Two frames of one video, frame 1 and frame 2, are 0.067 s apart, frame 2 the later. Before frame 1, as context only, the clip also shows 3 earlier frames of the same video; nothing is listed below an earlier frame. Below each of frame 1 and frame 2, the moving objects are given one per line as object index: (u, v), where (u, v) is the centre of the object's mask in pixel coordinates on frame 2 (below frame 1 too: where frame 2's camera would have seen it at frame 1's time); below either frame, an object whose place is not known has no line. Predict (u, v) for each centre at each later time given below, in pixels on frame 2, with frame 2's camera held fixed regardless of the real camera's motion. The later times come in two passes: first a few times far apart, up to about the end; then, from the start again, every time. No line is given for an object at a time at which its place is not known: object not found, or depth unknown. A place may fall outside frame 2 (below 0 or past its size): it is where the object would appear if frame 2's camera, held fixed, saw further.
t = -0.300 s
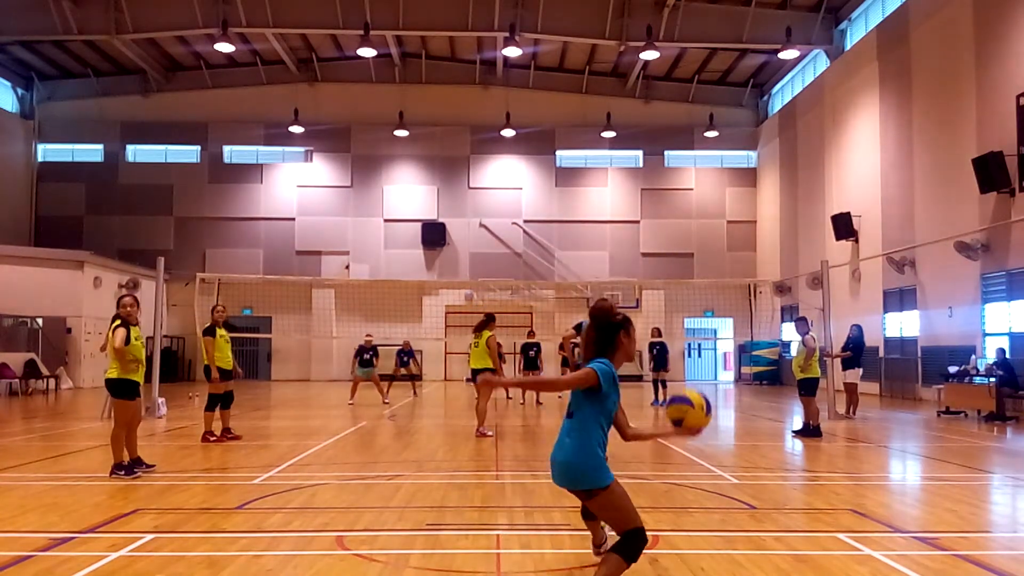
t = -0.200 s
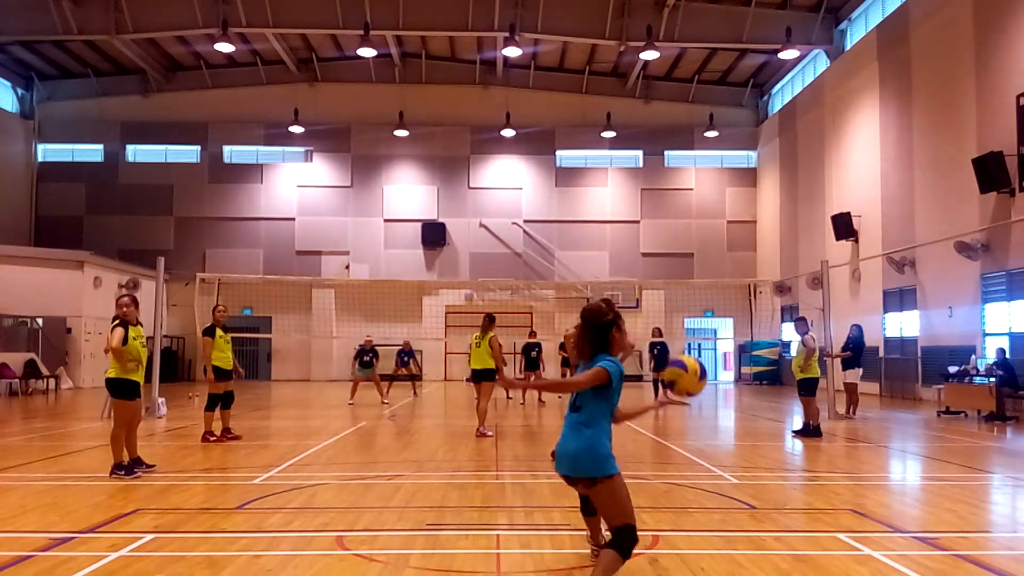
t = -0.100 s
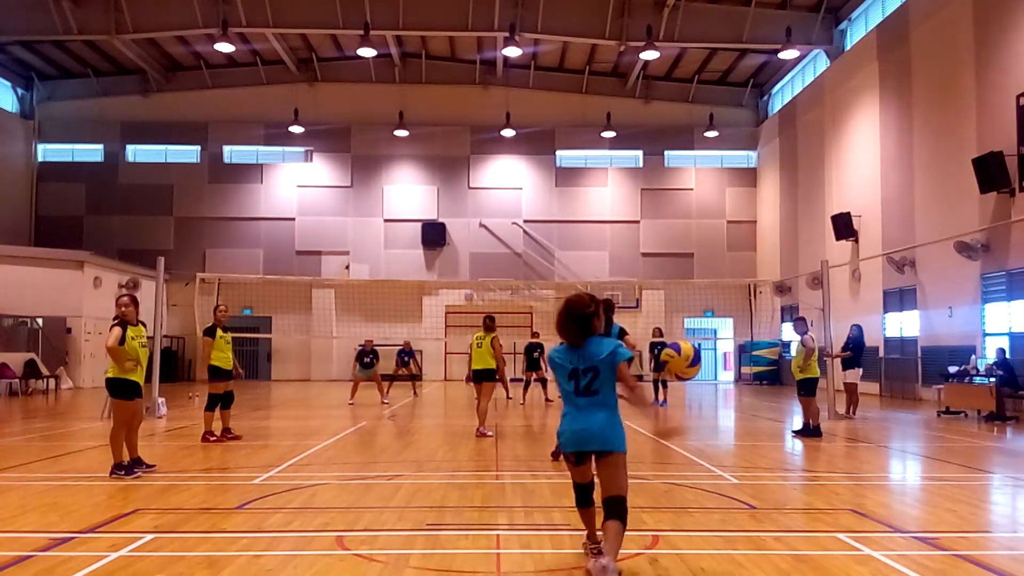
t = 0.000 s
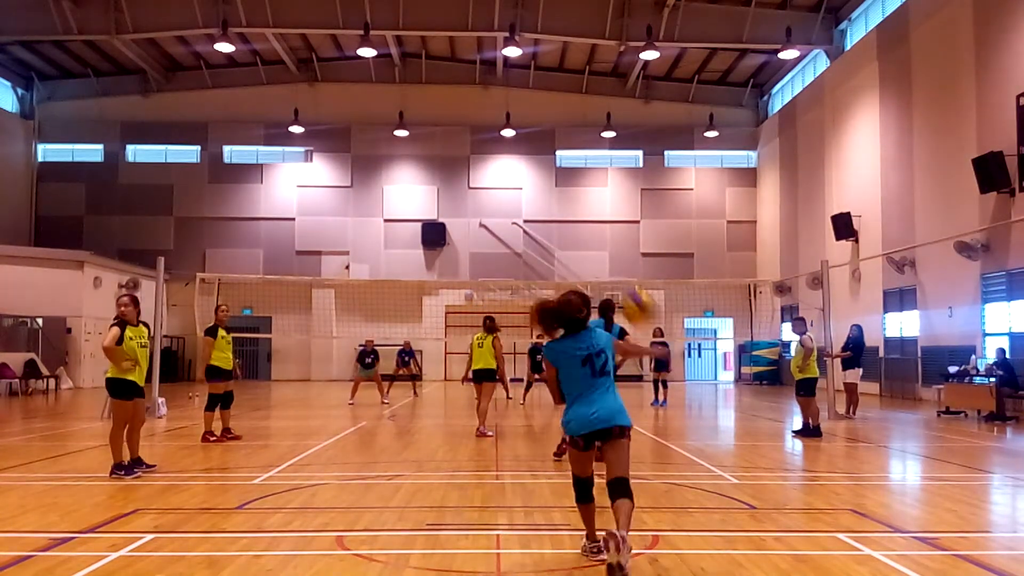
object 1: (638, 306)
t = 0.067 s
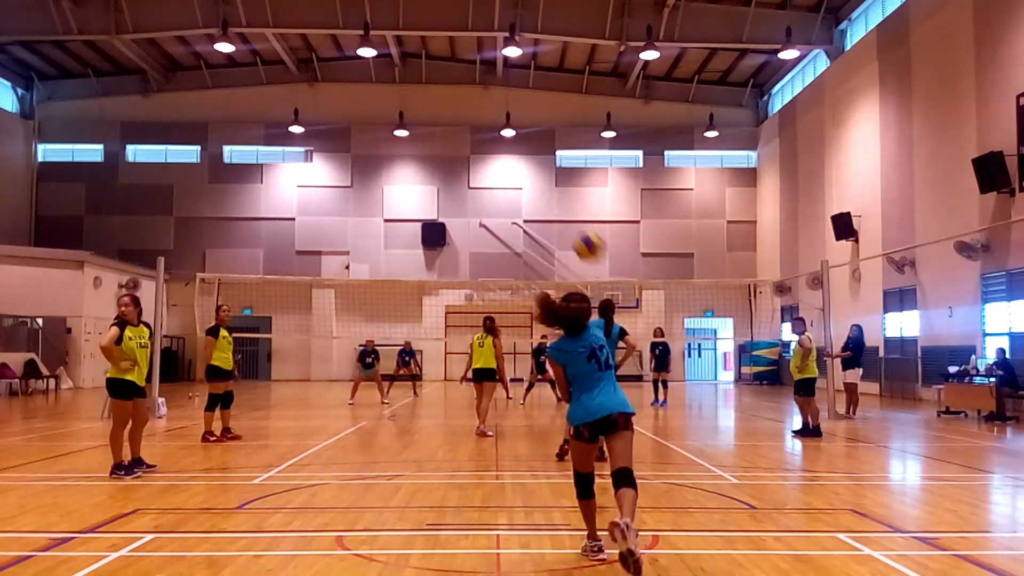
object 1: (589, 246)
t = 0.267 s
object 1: (502, 167)
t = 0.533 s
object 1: (453, 157)
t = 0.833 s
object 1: (426, 187)
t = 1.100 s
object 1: (409, 234)
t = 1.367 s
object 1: (396, 295)
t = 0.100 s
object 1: (568, 225)
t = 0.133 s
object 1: (551, 207)
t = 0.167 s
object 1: (537, 193)
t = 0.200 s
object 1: (524, 182)
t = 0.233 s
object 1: (512, 174)
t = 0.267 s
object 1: (502, 167)
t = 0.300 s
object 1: (493, 162)
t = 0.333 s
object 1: (485, 159)
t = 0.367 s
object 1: (478, 157)
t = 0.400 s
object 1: (472, 155)
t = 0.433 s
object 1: (466, 155)
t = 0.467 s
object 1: (461, 155)
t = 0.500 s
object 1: (457, 156)
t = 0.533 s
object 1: (453, 157)
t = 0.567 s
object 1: (450, 159)
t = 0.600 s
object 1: (446, 161)
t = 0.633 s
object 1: (443, 163)
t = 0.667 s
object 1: (440, 167)
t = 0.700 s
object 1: (437, 170)
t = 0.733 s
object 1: (434, 174)
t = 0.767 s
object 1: (432, 178)
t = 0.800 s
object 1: (429, 182)
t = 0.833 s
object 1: (426, 187)
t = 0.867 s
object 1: (424, 192)
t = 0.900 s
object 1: (422, 198)
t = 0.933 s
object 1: (420, 203)
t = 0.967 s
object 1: (417, 209)
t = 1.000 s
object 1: (415, 215)
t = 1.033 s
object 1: (413, 221)
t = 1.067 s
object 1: (411, 228)
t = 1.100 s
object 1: (409, 234)
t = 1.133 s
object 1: (407, 241)
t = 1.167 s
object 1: (405, 248)
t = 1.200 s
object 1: (403, 255)
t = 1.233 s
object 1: (402, 263)
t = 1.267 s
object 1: (400, 270)
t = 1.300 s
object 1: (398, 277)
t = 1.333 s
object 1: (397, 286)
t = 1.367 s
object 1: (396, 295)
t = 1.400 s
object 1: (395, 303)
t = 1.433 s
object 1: (393, 312)
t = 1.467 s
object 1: (392, 321)
